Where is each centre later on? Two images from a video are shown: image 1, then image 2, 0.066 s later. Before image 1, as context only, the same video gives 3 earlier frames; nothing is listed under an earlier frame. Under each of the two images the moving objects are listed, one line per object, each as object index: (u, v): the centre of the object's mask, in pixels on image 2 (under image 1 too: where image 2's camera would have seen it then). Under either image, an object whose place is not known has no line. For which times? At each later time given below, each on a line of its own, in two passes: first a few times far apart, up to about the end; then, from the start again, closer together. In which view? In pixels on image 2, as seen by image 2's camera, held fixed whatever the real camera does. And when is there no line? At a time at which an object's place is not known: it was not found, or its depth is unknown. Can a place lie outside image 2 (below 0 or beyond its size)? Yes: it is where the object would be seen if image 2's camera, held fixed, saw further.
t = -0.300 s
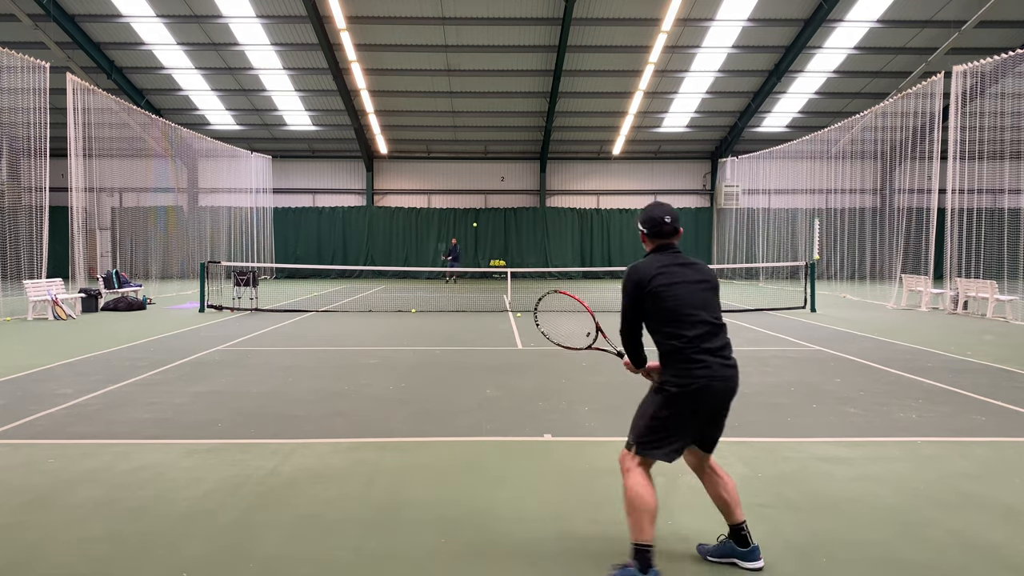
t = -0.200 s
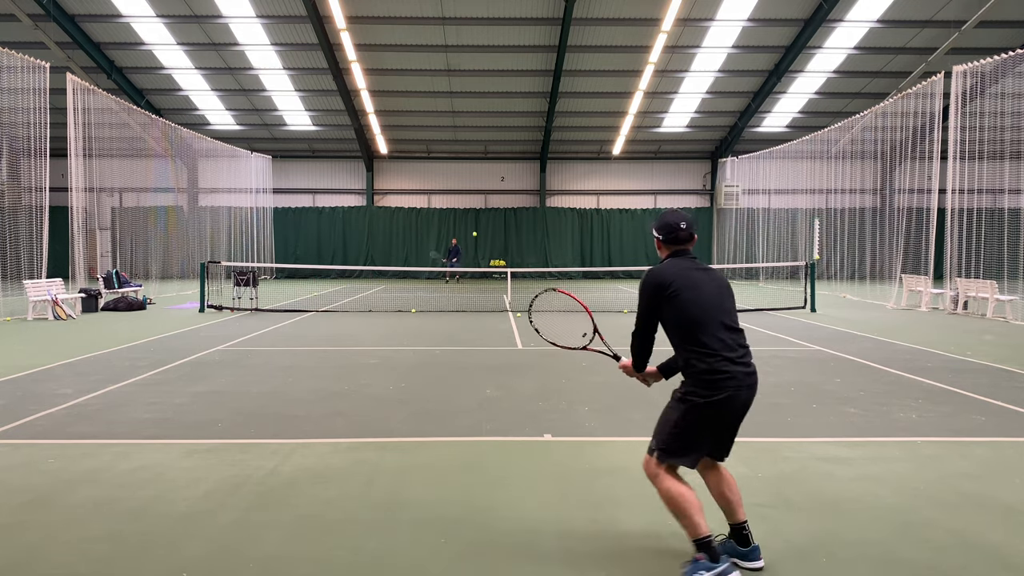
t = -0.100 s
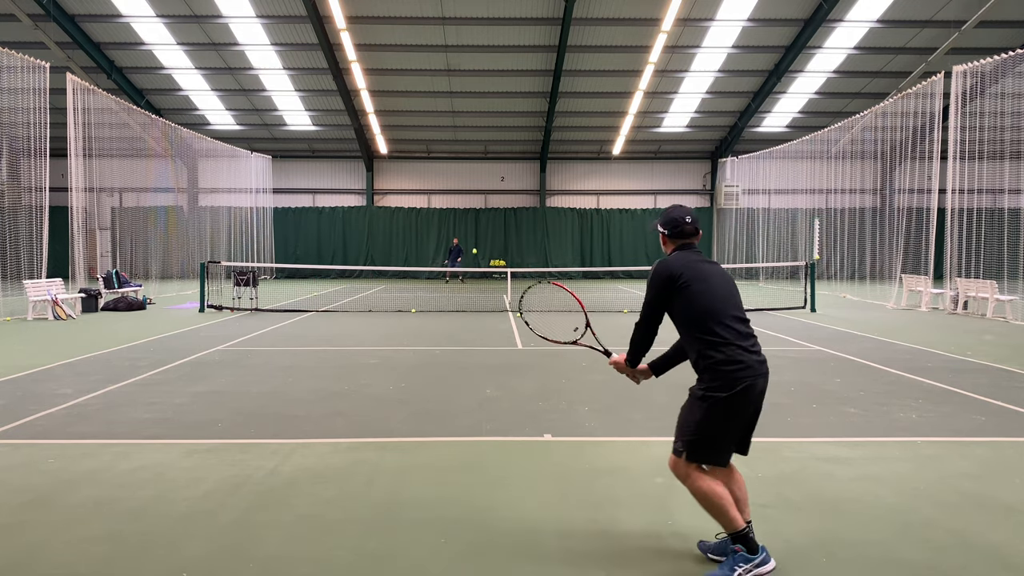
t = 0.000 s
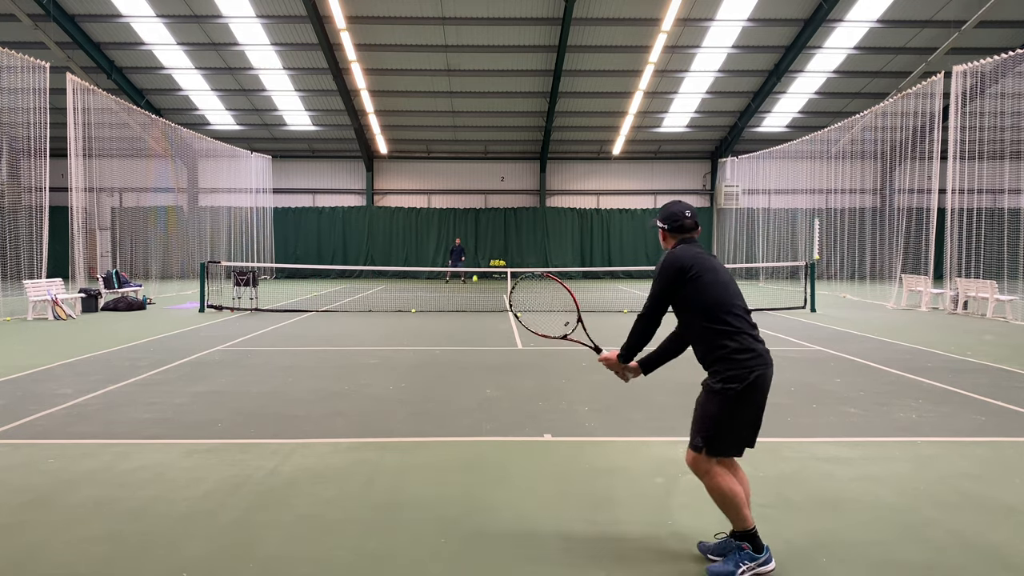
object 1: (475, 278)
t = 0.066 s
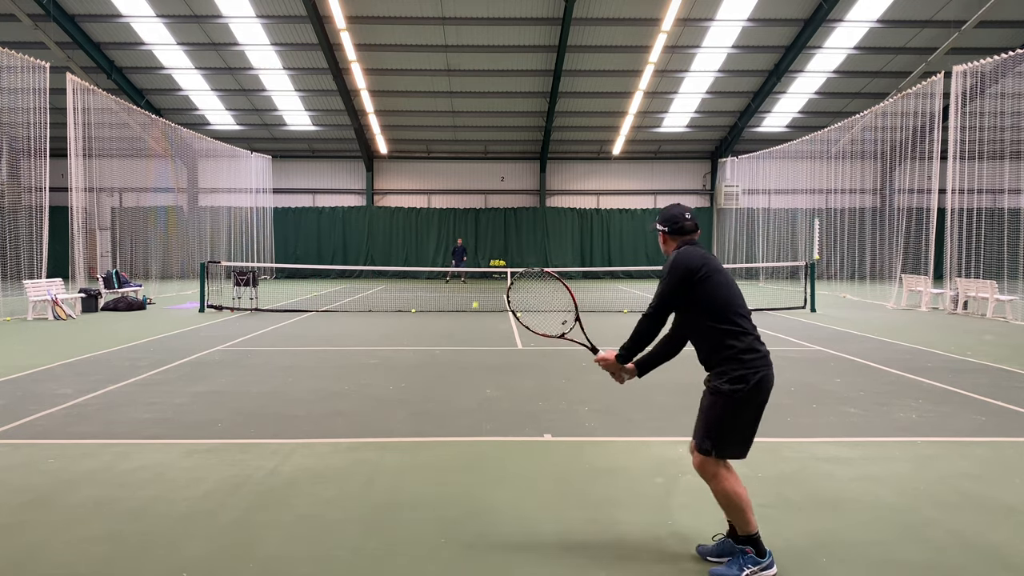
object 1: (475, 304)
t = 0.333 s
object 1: (471, 319)
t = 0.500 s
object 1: (466, 294)
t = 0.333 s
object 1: (471, 319)
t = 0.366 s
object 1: (471, 312)
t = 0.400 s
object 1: (470, 307)
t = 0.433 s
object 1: (469, 301)
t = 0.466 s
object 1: (467, 297)
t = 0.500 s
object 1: (466, 294)
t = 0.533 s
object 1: (465, 293)
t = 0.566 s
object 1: (463, 293)
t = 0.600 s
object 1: (462, 295)
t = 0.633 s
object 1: (460, 298)
